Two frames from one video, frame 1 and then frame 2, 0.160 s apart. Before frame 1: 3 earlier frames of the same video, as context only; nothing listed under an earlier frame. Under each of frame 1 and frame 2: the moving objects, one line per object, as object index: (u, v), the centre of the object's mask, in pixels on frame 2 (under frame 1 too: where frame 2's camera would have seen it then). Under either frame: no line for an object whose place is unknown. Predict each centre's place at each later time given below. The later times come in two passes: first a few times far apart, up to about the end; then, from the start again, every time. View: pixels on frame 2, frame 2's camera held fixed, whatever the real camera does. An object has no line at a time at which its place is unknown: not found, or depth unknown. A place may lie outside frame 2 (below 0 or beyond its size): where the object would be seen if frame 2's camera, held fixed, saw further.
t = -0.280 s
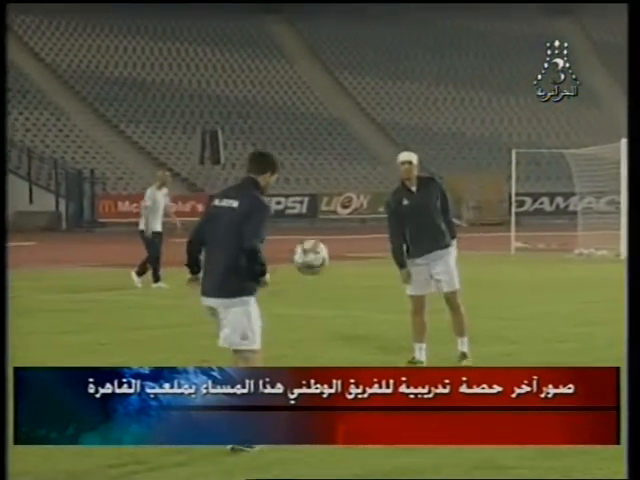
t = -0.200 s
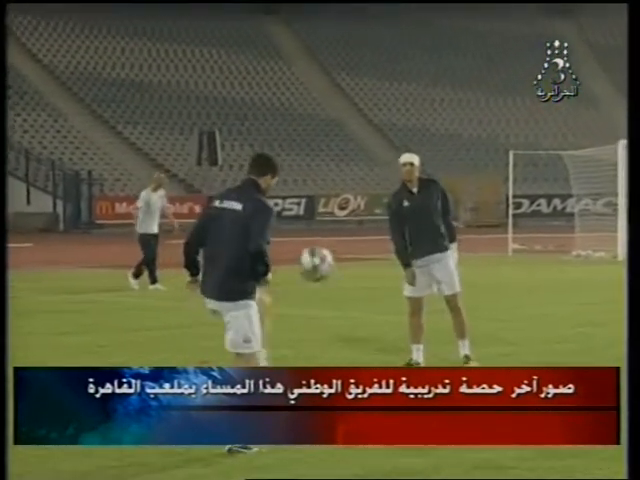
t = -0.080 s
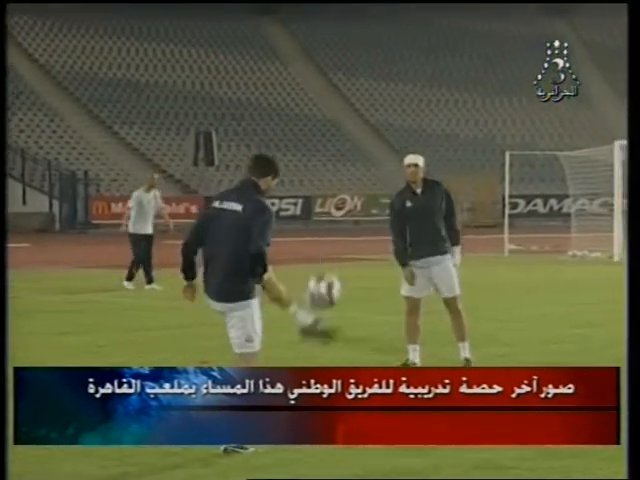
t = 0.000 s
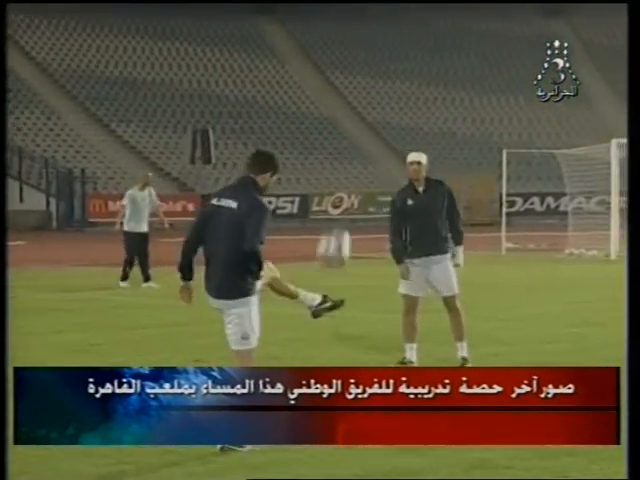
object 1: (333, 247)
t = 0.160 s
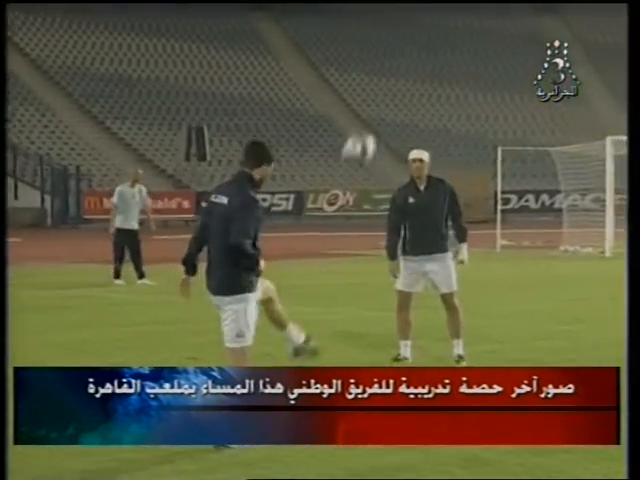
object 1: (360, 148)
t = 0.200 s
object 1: (366, 129)
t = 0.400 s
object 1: (393, 86)
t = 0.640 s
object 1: (420, 107)
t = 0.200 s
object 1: (366, 129)
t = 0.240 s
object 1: (371, 114)
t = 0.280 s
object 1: (376, 104)
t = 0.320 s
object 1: (382, 94)
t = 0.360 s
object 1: (387, 89)
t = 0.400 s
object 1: (393, 86)
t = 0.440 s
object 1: (398, 84)
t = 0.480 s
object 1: (402, 85)
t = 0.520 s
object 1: (406, 88)
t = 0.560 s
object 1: (411, 92)
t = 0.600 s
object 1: (416, 99)
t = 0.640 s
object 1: (420, 107)
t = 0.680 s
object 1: (423, 117)
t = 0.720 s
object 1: (427, 130)
